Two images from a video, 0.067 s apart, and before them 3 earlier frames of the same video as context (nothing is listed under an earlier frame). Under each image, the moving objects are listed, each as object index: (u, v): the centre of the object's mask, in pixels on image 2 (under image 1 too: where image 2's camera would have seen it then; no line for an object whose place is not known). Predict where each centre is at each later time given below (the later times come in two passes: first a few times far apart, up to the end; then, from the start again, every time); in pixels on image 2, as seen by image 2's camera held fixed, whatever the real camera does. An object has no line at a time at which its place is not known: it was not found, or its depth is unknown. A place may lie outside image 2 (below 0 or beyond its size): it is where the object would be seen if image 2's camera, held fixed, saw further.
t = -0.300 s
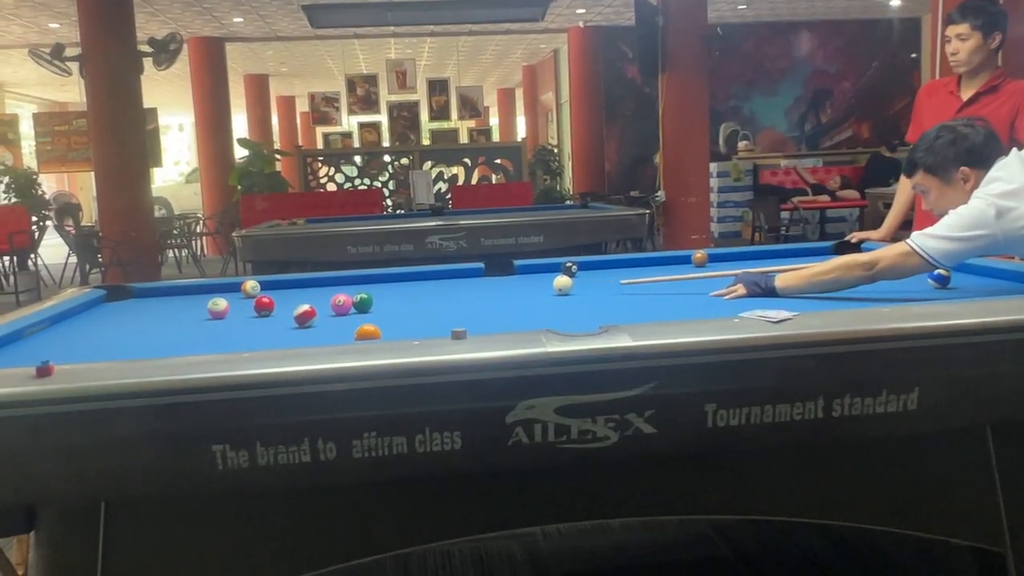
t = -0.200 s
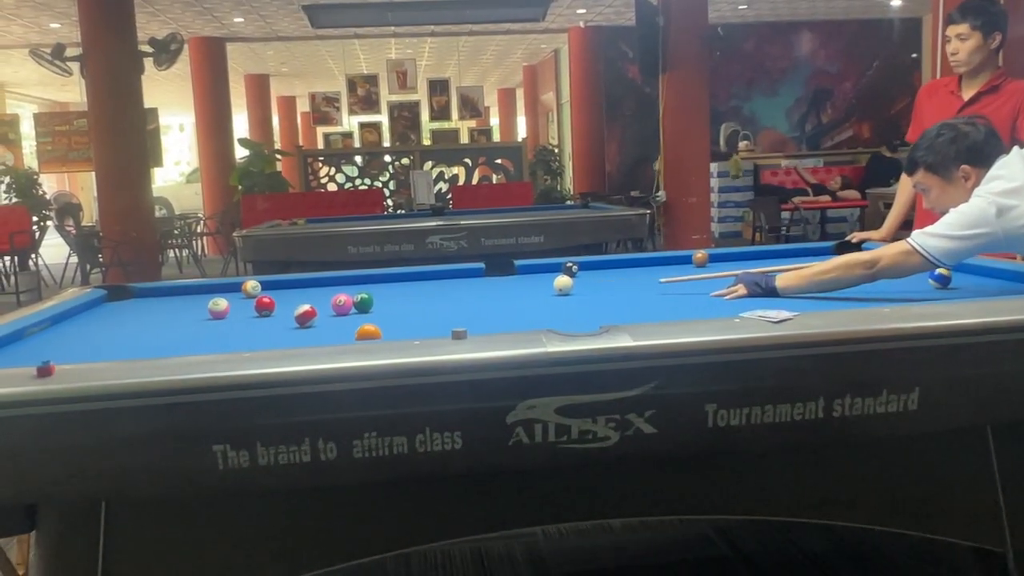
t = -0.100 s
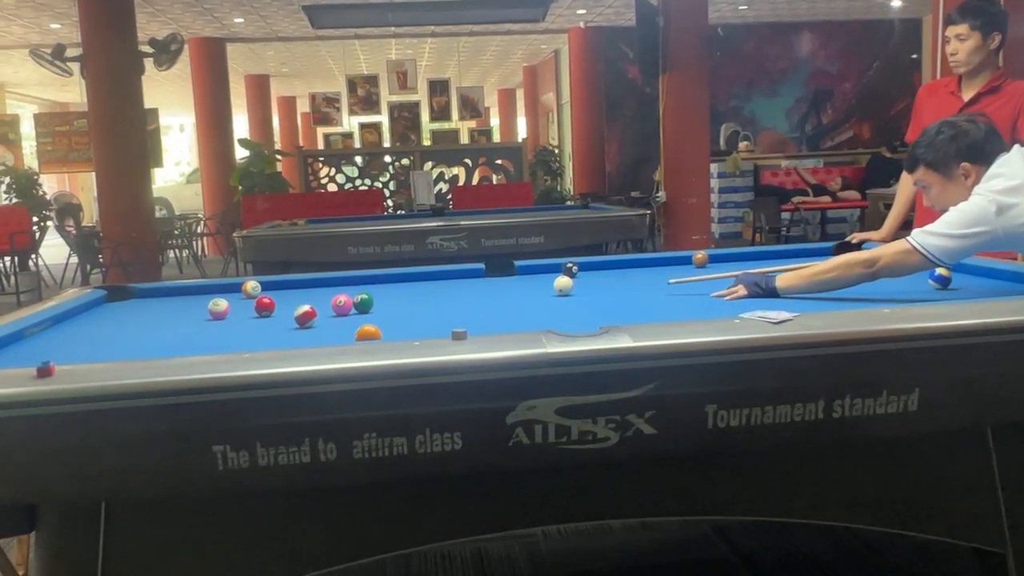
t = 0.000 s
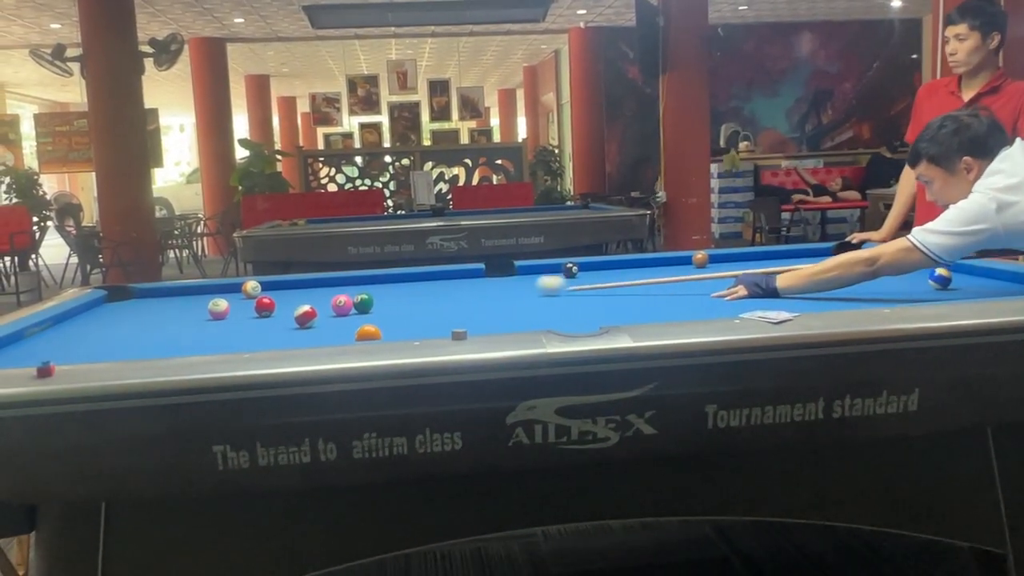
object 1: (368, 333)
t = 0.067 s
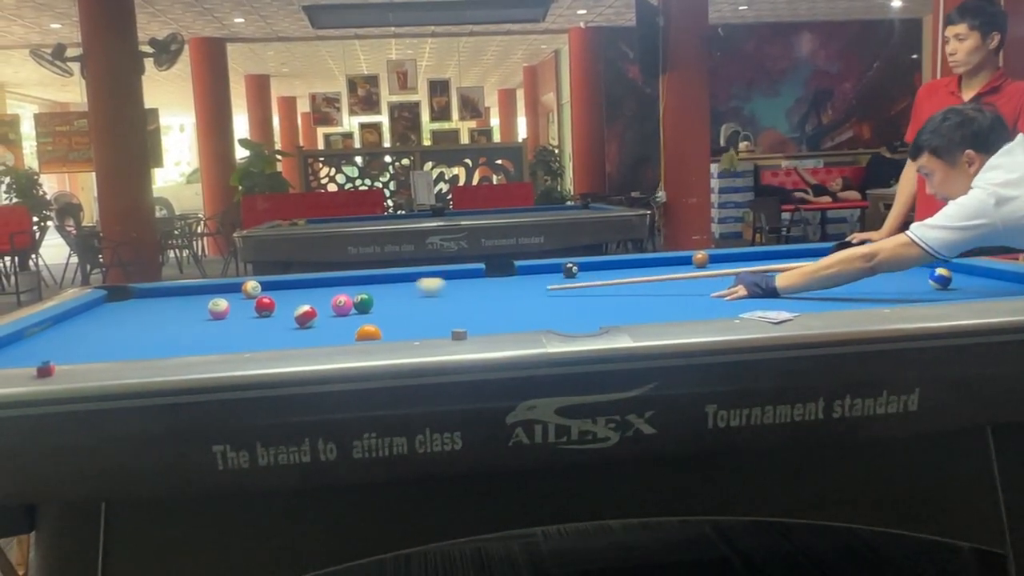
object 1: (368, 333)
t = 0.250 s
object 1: (368, 333)
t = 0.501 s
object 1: (368, 333)
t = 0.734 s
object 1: (368, 333)
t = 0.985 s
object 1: (368, 333)
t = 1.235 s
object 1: (368, 333)
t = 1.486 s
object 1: (368, 333)
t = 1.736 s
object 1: (368, 333)
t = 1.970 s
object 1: (368, 333)
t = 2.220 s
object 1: (368, 333)
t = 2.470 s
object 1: (368, 333)
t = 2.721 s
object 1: (367, 333)
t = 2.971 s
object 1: (367, 333)
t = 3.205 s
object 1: (367, 333)
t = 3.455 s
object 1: (367, 333)
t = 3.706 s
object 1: (367, 333)
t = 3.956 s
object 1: (367, 333)
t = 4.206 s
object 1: (367, 333)
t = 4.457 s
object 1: (367, 333)
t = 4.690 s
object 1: (367, 333)
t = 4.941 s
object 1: (367, 333)
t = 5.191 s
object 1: (367, 333)
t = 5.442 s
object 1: (367, 333)
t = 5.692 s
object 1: (367, 333)
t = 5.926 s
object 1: (367, 333)
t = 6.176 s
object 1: (367, 333)
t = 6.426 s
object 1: (367, 333)
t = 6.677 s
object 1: (367, 333)
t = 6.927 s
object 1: (367, 333)
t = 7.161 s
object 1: (367, 333)
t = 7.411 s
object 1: (367, 333)
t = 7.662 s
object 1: (367, 333)
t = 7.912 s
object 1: (367, 333)
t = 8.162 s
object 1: (367, 333)
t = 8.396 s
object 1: (367, 333)
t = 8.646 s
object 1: (304, 327)
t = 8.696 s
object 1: (291, 321)
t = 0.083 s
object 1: (368, 333)
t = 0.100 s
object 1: (368, 333)
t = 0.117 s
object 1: (368, 333)
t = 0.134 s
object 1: (368, 333)
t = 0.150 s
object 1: (368, 333)
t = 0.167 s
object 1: (368, 333)
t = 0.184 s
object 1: (368, 333)
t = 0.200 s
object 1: (368, 333)
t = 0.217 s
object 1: (368, 333)
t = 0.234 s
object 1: (368, 333)
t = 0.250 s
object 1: (368, 333)
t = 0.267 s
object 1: (368, 333)
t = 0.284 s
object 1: (368, 333)
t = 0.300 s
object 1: (368, 333)
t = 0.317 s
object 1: (368, 333)
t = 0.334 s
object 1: (368, 333)
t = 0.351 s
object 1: (368, 333)
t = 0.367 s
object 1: (368, 333)
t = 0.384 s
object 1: (368, 333)
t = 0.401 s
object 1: (368, 333)
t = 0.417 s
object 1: (368, 333)
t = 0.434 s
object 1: (368, 333)
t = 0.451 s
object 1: (368, 333)
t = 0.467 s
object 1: (368, 333)
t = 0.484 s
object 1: (368, 333)
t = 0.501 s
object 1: (368, 333)
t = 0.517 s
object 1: (368, 333)
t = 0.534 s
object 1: (368, 333)
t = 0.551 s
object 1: (368, 333)
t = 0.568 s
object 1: (368, 333)
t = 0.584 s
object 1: (368, 333)
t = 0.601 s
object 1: (368, 333)
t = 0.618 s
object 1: (368, 333)
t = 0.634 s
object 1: (368, 333)
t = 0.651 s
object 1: (368, 333)
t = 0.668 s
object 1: (368, 333)
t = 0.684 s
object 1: (368, 333)
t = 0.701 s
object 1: (368, 333)
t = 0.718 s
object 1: (368, 333)
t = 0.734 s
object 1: (368, 333)
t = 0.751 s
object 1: (368, 333)
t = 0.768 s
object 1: (368, 333)
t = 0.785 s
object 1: (368, 333)
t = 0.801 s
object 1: (368, 333)
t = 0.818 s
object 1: (368, 333)
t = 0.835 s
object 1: (368, 333)
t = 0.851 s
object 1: (368, 333)
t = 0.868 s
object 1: (368, 333)
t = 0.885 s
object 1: (368, 333)
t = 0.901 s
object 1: (368, 333)
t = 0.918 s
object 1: (368, 333)
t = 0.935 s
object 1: (368, 333)
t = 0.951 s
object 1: (368, 333)
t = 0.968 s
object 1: (368, 333)
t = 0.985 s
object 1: (368, 333)
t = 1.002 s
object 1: (368, 333)
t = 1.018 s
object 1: (368, 333)
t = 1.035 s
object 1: (368, 333)
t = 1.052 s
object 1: (368, 333)
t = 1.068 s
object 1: (368, 333)
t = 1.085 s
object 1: (368, 333)
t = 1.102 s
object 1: (368, 333)
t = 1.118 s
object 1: (368, 333)
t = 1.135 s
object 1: (368, 333)
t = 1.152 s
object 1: (368, 333)
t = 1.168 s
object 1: (368, 333)
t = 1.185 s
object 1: (368, 333)
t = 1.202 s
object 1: (368, 333)
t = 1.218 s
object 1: (368, 333)
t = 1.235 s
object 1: (368, 333)
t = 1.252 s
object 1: (368, 333)
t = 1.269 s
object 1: (367, 333)
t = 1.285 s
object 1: (368, 333)
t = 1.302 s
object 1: (368, 333)
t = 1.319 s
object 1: (368, 332)
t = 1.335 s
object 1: (368, 333)
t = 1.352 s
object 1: (368, 332)
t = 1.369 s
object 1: (368, 333)
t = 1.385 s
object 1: (368, 333)
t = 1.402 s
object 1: (368, 333)
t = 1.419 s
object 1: (368, 333)
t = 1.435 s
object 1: (368, 333)
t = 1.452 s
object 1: (368, 333)
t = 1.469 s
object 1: (368, 333)
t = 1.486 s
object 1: (368, 333)
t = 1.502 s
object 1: (368, 333)
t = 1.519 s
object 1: (368, 333)
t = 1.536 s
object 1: (368, 333)
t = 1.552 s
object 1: (368, 333)
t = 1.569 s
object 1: (368, 333)
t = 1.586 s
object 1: (368, 333)
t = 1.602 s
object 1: (368, 333)
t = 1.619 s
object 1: (368, 333)
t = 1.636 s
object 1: (368, 333)
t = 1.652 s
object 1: (368, 332)
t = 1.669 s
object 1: (368, 333)
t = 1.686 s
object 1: (368, 333)
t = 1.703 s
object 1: (368, 333)
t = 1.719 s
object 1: (368, 333)
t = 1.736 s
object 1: (368, 333)
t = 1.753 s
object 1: (368, 333)
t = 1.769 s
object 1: (368, 333)
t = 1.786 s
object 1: (368, 333)
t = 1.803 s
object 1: (368, 333)
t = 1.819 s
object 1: (368, 333)
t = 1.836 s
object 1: (368, 333)
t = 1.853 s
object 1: (368, 333)
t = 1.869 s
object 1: (368, 333)
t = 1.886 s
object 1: (368, 333)
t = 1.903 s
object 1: (368, 333)
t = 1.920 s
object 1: (368, 333)
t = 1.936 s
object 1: (368, 333)
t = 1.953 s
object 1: (368, 332)
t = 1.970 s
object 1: (368, 333)
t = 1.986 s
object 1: (368, 333)
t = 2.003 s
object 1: (368, 332)
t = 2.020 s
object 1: (368, 333)
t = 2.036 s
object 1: (368, 333)
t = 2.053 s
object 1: (368, 333)
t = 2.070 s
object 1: (368, 333)
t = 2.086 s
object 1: (368, 333)
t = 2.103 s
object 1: (368, 333)
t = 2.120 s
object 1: (368, 332)
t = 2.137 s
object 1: (368, 333)
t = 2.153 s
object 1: (368, 333)
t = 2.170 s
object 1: (368, 333)
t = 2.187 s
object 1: (368, 333)
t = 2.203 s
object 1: (368, 333)
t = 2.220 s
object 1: (368, 333)
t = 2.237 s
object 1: (368, 333)
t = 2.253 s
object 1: (368, 333)
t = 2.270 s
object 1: (368, 333)
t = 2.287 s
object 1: (368, 333)
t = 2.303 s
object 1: (368, 333)
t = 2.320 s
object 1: (368, 333)
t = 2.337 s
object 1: (368, 333)
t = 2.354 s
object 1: (368, 333)
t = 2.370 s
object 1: (368, 333)
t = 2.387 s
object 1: (368, 333)
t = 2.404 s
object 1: (368, 333)
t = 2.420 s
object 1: (368, 333)
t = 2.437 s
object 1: (368, 333)
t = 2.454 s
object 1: (368, 333)
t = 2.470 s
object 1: (368, 333)
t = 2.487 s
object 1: (368, 333)
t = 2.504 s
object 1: (368, 333)
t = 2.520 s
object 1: (368, 333)
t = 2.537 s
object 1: (367, 333)
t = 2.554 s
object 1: (368, 333)
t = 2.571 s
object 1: (368, 333)
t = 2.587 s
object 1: (368, 333)
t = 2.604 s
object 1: (368, 333)
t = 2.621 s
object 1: (367, 333)
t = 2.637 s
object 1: (367, 333)
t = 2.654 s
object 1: (368, 333)
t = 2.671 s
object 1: (368, 333)
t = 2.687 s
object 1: (368, 333)
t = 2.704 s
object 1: (368, 333)
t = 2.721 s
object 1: (367, 333)
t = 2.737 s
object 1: (367, 333)
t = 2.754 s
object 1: (367, 333)
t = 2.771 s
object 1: (367, 333)
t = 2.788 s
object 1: (367, 333)
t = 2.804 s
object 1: (367, 333)
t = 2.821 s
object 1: (368, 333)
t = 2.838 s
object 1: (367, 333)
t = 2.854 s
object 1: (367, 333)
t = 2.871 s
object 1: (367, 333)
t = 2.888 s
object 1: (367, 333)
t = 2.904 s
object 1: (367, 333)
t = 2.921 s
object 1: (367, 333)
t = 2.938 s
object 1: (367, 333)
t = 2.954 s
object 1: (367, 333)
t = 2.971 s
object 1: (367, 333)
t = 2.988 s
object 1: (367, 333)
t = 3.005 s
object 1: (367, 333)
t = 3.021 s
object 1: (367, 333)
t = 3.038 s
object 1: (367, 333)
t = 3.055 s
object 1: (367, 333)
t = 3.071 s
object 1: (367, 333)
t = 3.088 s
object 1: (367, 333)
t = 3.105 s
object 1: (367, 333)
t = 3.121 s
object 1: (367, 333)
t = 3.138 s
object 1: (367, 333)
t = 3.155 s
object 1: (368, 333)
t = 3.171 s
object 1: (367, 333)
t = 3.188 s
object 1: (367, 333)
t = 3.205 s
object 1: (367, 333)
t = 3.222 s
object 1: (367, 333)
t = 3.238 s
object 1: (367, 333)
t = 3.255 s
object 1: (367, 333)
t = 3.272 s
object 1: (367, 333)
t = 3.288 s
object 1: (367, 333)
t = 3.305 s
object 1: (367, 333)
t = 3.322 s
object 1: (367, 333)
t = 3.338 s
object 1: (367, 333)
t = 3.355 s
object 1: (367, 333)
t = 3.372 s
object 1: (367, 333)
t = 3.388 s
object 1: (367, 333)
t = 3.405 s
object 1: (367, 333)
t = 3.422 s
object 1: (367, 333)
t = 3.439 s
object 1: (367, 333)
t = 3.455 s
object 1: (367, 333)
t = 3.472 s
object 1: (367, 333)
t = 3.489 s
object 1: (367, 333)
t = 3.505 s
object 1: (367, 333)
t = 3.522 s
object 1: (367, 333)
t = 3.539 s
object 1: (367, 333)
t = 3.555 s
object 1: (367, 333)
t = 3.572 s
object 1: (367, 333)
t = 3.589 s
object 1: (367, 333)
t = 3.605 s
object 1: (367, 333)
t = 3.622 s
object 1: (367, 333)
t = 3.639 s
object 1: (367, 333)
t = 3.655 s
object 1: (367, 333)
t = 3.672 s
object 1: (367, 333)
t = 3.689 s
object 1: (367, 333)
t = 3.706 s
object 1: (367, 333)
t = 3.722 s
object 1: (367, 333)
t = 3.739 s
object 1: (367, 333)
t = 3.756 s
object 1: (367, 333)
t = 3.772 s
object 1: (367, 333)
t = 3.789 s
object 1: (367, 333)
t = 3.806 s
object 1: (367, 333)
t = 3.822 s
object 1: (367, 333)
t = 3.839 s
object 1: (367, 333)
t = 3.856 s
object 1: (367, 333)
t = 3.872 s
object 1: (367, 333)
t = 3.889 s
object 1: (367, 333)
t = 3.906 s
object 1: (367, 333)
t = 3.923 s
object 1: (367, 333)
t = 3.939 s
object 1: (367, 333)
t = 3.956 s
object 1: (367, 333)
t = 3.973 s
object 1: (367, 333)
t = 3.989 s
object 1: (367, 333)
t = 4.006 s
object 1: (367, 333)
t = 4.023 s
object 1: (367, 333)
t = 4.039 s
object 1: (367, 333)
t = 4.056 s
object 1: (367, 333)
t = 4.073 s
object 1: (367, 333)
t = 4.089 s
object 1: (367, 333)
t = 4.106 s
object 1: (367, 333)
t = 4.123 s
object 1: (367, 333)
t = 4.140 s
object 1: (367, 333)
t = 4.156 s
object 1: (367, 333)
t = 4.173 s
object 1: (367, 333)
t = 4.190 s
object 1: (367, 333)
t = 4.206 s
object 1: (367, 333)
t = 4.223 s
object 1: (367, 333)
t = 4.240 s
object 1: (367, 333)
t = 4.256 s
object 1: (367, 333)
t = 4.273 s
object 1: (367, 333)
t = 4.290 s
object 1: (367, 333)
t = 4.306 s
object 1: (368, 333)
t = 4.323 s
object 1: (367, 333)
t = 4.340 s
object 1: (367, 333)
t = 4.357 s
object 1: (367, 333)
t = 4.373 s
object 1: (367, 333)
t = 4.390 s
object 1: (367, 333)
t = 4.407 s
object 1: (367, 333)
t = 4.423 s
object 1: (367, 333)
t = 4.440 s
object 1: (367, 333)
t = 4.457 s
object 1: (367, 333)
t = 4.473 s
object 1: (367, 333)
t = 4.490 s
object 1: (367, 333)
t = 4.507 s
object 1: (367, 333)
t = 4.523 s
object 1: (367, 333)
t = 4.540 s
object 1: (367, 333)
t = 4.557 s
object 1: (367, 333)
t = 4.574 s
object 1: (367, 333)
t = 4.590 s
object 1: (367, 333)
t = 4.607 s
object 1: (367, 333)
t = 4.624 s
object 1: (367, 333)
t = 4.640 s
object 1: (367, 333)
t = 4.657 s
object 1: (367, 333)
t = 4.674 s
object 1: (367, 333)
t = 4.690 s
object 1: (367, 333)
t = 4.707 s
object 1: (367, 333)
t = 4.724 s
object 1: (367, 333)
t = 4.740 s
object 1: (367, 333)
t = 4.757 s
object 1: (367, 333)
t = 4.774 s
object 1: (367, 333)
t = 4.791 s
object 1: (367, 333)
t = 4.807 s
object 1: (367, 333)
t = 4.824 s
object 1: (367, 333)
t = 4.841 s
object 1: (367, 333)
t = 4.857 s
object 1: (367, 333)
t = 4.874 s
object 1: (367, 333)
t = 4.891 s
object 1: (367, 333)
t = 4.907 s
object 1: (367, 333)
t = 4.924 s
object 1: (367, 333)
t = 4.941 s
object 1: (367, 333)
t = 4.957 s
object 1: (367, 333)
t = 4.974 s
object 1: (367, 333)
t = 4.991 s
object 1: (367, 333)
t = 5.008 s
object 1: (367, 333)
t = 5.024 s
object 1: (367, 333)
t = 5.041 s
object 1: (367, 333)
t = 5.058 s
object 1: (367, 333)
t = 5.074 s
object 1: (367, 333)
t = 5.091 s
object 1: (367, 333)
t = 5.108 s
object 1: (367, 333)
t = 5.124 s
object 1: (367, 333)
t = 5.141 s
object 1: (367, 333)
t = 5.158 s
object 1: (367, 333)
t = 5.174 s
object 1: (367, 333)
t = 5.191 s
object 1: (367, 333)
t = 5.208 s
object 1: (367, 333)
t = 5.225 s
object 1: (367, 333)
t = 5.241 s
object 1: (367, 333)
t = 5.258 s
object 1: (367, 333)
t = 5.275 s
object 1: (367, 333)
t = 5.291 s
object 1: (367, 333)
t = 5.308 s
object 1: (367, 333)
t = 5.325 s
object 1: (367, 333)
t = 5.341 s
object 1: (367, 333)
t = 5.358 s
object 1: (367, 333)
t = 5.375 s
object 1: (367, 333)
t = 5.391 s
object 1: (367, 333)
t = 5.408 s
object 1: (367, 333)
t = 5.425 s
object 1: (367, 333)
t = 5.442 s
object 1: (367, 333)
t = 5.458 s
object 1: (367, 333)
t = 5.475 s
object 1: (367, 333)
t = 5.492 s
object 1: (367, 333)
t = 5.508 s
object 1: (367, 333)
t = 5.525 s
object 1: (367, 333)
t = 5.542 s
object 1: (367, 333)
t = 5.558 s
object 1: (367, 333)
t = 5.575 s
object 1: (367, 333)
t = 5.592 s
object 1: (367, 333)
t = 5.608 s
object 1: (367, 333)
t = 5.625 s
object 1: (367, 333)
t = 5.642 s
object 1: (367, 333)
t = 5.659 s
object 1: (367, 333)
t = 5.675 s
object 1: (367, 333)
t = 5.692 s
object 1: (367, 333)
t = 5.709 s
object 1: (367, 333)
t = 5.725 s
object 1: (367, 333)
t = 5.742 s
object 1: (367, 333)
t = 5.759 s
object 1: (367, 333)
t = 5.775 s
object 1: (367, 333)
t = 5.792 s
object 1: (367, 333)
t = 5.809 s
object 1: (367, 333)
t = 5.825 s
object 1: (367, 333)
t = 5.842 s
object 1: (367, 333)
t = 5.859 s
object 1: (367, 333)
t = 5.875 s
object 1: (367, 333)
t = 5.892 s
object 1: (367, 333)
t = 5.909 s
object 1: (367, 333)
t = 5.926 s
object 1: (367, 333)
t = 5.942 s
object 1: (367, 333)
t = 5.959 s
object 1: (367, 333)
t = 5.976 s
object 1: (367, 333)
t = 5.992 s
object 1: (367, 333)
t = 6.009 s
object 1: (367, 333)
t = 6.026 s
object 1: (367, 333)
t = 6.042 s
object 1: (367, 333)
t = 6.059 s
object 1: (367, 333)
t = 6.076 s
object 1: (367, 333)
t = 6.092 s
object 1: (367, 333)
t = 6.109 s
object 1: (367, 333)
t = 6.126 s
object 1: (367, 333)
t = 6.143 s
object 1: (367, 333)
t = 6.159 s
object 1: (367, 333)
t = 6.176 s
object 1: (367, 333)
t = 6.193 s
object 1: (367, 333)
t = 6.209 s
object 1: (367, 333)
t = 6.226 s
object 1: (367, 333)
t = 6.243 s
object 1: (367, 333)
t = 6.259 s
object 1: (367, 333)
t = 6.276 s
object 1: (367, 333)
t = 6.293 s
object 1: (367, 333)
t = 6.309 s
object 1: (367, 333)
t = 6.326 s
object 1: (367, 333)
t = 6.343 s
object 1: (367, 333)
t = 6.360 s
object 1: (367, 333)
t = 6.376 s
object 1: (367, 333)
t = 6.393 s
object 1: (367, 333)
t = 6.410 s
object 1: (367, 333)
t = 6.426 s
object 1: (367, 333)
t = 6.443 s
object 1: (367, 333)
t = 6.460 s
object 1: (367, 333)
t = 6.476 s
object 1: (367, 333)
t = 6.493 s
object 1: (367, 333)
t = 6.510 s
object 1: (367, 333)
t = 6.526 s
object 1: (367, 333)
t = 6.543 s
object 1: (367, 333)
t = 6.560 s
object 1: (367, 333)
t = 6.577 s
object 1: (367, 333)
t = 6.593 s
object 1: (367, 333)
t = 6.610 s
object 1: (367, 333)
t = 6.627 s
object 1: (367, 333)
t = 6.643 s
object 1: (367, 333)
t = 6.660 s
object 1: (367, 333)
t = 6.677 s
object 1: (367, 333)
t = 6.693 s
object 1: (367, 333)
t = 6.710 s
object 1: (367, 333)
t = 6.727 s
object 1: (367, 333)
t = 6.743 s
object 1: (367, 333)
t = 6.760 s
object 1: (367, 333)
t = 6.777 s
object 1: (367, 333)
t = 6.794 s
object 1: (367, 333)
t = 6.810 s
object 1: (367, 333)
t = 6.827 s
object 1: (367, 333)
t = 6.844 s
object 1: (367, 333)
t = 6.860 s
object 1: (367, 333)
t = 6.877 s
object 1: (367, 333)
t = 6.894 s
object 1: (367, 333)
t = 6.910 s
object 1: (367, 333)
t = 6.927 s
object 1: (367, 333)
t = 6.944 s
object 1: (367, 333)
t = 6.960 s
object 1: (367, 333)
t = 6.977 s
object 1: (367, 333)
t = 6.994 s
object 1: (367, 333)
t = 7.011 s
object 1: (367, 333)
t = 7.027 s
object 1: (367, 333)
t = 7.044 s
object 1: (367, 333)
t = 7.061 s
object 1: (367, 333)
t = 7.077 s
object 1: (367, 333)
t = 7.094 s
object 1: (367, 333)
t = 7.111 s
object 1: (367, 333)
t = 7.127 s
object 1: (367, 333)
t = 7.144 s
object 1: (367, 333)
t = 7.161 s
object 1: (367, 333)
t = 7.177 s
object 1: (367, 333)
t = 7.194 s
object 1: (367, 333)
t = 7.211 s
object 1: (367, 333)
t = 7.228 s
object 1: (367, 333)
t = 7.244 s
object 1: (367, 333)
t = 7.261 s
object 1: (367, 333)
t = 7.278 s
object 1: (367, 333)
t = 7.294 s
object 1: (367, 333)
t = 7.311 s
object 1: (367, 333)
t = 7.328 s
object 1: (367, 333)
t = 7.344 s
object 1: (367, 333)
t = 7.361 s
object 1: (367, 333)
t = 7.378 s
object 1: (367, 333)
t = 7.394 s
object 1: (367, 333)
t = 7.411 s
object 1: (367, 333)
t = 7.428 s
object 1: (367, 333)
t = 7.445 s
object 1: (367, 333)
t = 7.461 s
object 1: (367, 333)
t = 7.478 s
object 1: (367, 333)
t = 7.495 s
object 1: (367, 333)
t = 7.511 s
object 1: (367, 333)
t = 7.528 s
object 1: (367, 333)
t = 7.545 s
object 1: (367, 333)
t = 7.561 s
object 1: (367, 333)
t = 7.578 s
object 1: (367, 333)
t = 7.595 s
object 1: (367, 333)
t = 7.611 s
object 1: (367, 333)
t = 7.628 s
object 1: (367, 333)
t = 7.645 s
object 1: (367, 333)
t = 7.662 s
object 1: (367, 333)
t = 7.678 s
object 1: (367, 333)
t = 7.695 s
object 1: (367, 333)
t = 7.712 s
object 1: (367, 333)
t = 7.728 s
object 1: (367, 333)
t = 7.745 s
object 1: (367, 333)
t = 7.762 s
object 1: (367, 333)
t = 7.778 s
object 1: (367, 333)
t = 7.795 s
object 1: (367, 333)
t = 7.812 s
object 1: (367, 333)
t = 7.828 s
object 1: (367, 333)
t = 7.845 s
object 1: (367, 333)
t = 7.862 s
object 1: (367, 333)
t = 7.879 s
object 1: (367, 333)
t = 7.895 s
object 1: (367, 333)
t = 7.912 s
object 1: (367, 333)
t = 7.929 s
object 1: (367, 333)
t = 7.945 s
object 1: (367, 333)
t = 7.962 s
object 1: (367, 333)
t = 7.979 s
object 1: (367, 333)
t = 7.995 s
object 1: (367, 333)
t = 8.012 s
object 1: (367, 333)
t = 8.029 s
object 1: (367, 333)
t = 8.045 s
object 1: (367, 333)
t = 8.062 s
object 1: (367, 333)
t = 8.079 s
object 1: (367, 333)
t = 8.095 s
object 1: (367, 333)
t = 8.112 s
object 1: (367, 333)
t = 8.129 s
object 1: (367, 333)
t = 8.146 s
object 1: (367, 333)
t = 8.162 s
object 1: (367, 333)
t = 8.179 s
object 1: (367, 333)
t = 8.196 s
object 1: (367, 333)
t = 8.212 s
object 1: (367, 333)
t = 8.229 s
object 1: (367, 333)
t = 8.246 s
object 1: (367, 333)
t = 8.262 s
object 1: (367, 333)
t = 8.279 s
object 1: (367, 333)
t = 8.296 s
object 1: (367, 333)
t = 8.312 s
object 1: (367, 333)
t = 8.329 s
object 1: (367, 333)
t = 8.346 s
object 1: (367, 333)
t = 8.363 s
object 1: (367, 333)
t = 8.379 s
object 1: (367, 333)
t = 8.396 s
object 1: (367, 333)
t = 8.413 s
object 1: (367, 333)
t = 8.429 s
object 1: (367, 333)
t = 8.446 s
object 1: (367, 333)
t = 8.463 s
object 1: (367, 333)
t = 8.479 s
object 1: (367, 333)
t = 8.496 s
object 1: (366, 333)
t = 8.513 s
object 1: (366, 333)
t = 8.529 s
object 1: (354, 335)
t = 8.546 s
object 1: (339, 338)
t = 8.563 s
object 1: (332, 335)
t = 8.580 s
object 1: (326, 334)
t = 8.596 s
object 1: (320, 332)
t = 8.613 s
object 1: (314, 332)
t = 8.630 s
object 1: (308, 329)
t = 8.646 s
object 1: (304, 327)
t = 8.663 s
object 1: (299, 325)
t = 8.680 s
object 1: (295, 323)
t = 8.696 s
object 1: (291, 321)
